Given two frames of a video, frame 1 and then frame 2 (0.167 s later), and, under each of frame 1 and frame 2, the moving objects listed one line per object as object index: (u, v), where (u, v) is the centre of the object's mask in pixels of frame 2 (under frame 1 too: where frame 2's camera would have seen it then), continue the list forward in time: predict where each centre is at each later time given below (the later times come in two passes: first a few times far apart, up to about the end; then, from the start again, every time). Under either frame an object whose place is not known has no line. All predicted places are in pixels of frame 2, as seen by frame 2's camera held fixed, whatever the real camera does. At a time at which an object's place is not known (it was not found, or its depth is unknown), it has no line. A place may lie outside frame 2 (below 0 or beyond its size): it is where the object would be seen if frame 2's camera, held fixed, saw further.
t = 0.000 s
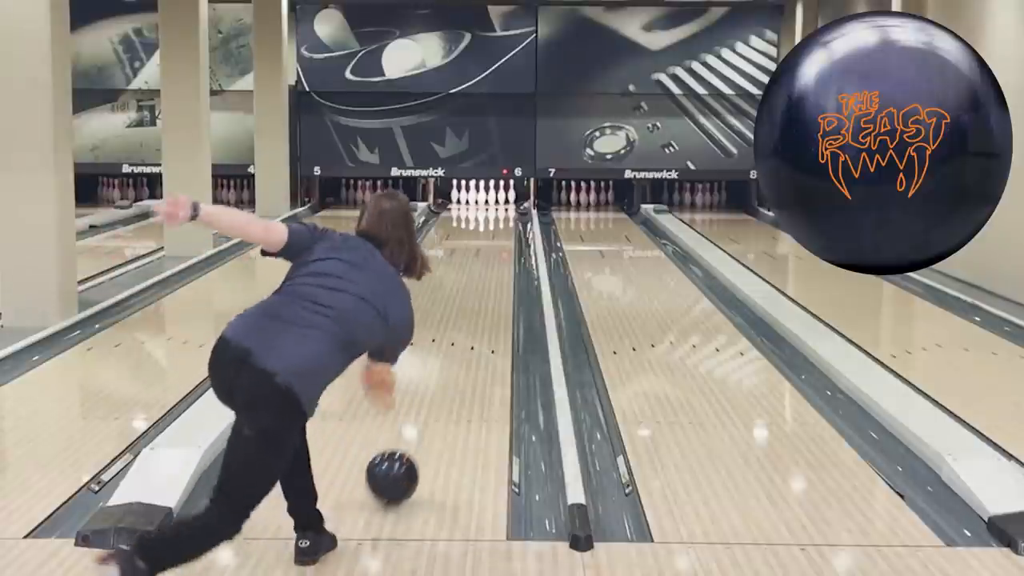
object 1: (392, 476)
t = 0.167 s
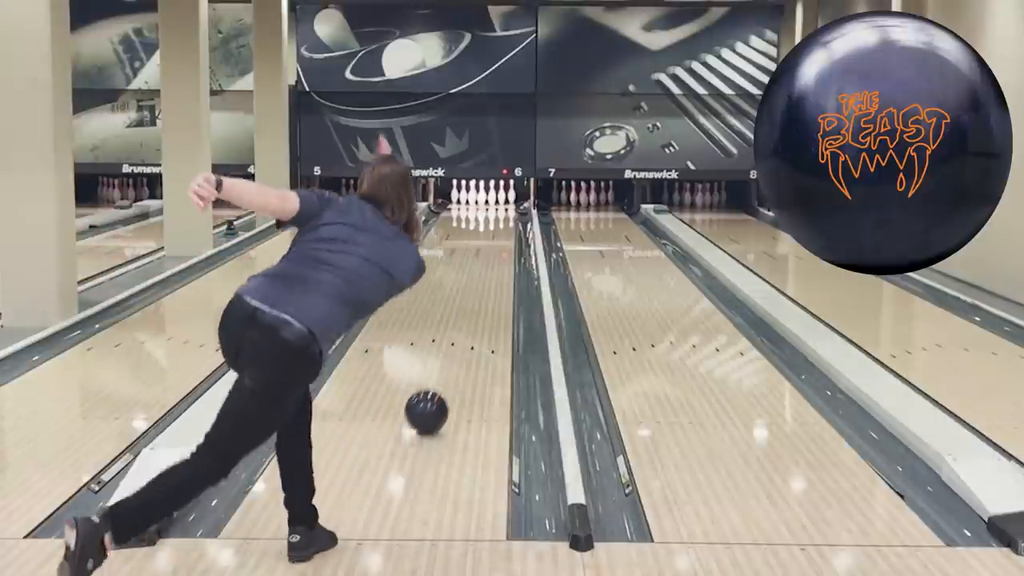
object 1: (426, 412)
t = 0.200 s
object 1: (432, 401)
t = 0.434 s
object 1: (460, 343)
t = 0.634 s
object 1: (475, 308)
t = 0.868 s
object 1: (488, 279)
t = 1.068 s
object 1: (494, 260)
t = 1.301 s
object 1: (499, 242)
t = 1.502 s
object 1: (501, 231)
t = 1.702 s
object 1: (502, 221)
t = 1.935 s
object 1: (499, 211)
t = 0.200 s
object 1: (432, 401)
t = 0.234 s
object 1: (437, 391)
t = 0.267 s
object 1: (441, 382)
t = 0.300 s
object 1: (445, 373)
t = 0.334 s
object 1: (449, 365)
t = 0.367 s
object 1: (453, 357)
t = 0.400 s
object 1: (456, 350)
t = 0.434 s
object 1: (460, 343)
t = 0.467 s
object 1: (463, 336)
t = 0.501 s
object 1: (465, 330)
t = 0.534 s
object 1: (468, 324)
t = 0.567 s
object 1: (471, 319)
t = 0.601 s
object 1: (473, 313)
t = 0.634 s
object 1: (475, 308)
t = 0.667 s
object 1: (477, 304)
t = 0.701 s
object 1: (479, 299)
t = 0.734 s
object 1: (481, 295)
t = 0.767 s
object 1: (483, 291)
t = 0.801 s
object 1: (485, 287)
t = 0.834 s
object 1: (486, 283)
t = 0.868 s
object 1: (488, 279)
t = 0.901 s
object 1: (489, 276)
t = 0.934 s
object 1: (490, 272)
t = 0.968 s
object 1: (491, 269)
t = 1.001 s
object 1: (493, 266)
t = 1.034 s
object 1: (493, 263)
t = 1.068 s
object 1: (494, 260)
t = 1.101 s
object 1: (495, 257)
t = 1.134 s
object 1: (496, 254)
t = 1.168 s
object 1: (497, 252)
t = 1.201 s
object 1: (497, 249)
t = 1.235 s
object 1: (498, 247)
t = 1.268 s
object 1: (499, 245)
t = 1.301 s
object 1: (499, 242)
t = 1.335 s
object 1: (500, 240)
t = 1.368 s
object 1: (500, 238)
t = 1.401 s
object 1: (500, 236)
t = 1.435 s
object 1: (501, 234)
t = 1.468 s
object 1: (501, 232)
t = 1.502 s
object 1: (501, 231)
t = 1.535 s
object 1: (502, 229)
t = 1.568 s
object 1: (502, 227)
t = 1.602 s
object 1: (502, 225)
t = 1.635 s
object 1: (502, 224)
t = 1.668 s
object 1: (502, 222)
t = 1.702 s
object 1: (502, 221)
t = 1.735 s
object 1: (502, 219)
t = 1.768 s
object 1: (502, 218)
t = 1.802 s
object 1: (501, 216)
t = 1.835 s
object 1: (501, 215)
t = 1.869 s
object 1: (500, 214)
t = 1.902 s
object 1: (500, 212)
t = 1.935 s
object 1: (499, 211)
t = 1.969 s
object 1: (498, 210)
